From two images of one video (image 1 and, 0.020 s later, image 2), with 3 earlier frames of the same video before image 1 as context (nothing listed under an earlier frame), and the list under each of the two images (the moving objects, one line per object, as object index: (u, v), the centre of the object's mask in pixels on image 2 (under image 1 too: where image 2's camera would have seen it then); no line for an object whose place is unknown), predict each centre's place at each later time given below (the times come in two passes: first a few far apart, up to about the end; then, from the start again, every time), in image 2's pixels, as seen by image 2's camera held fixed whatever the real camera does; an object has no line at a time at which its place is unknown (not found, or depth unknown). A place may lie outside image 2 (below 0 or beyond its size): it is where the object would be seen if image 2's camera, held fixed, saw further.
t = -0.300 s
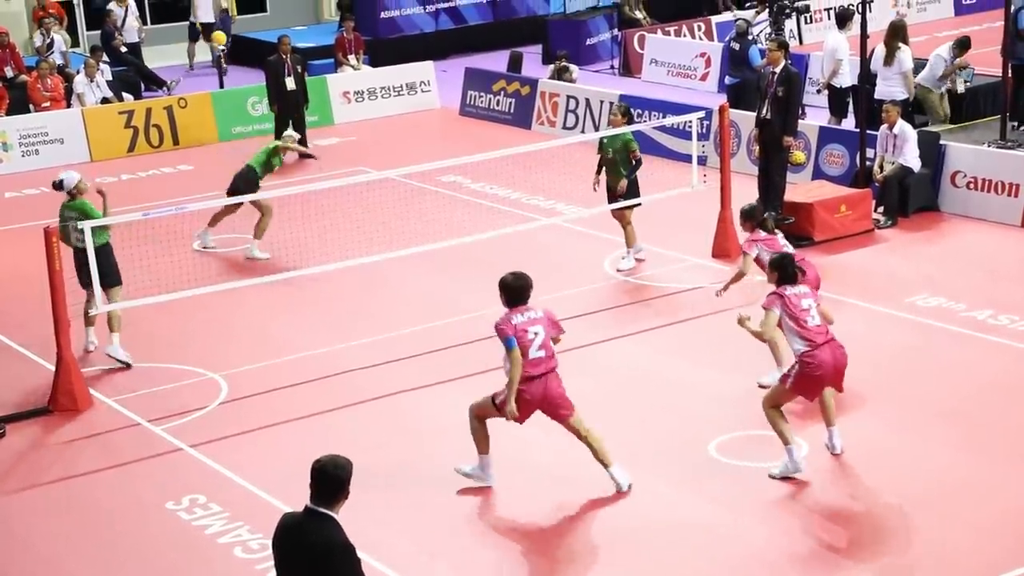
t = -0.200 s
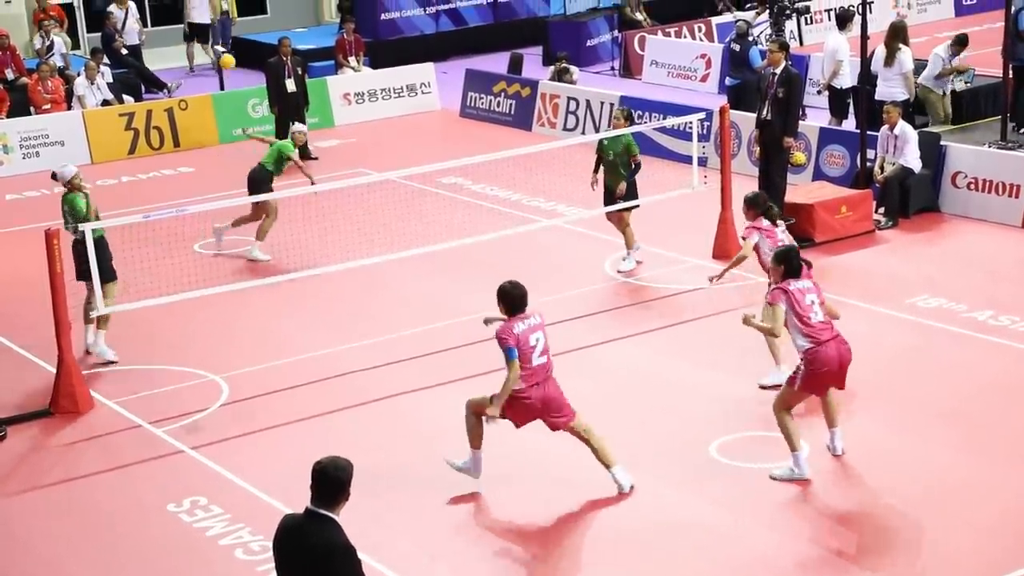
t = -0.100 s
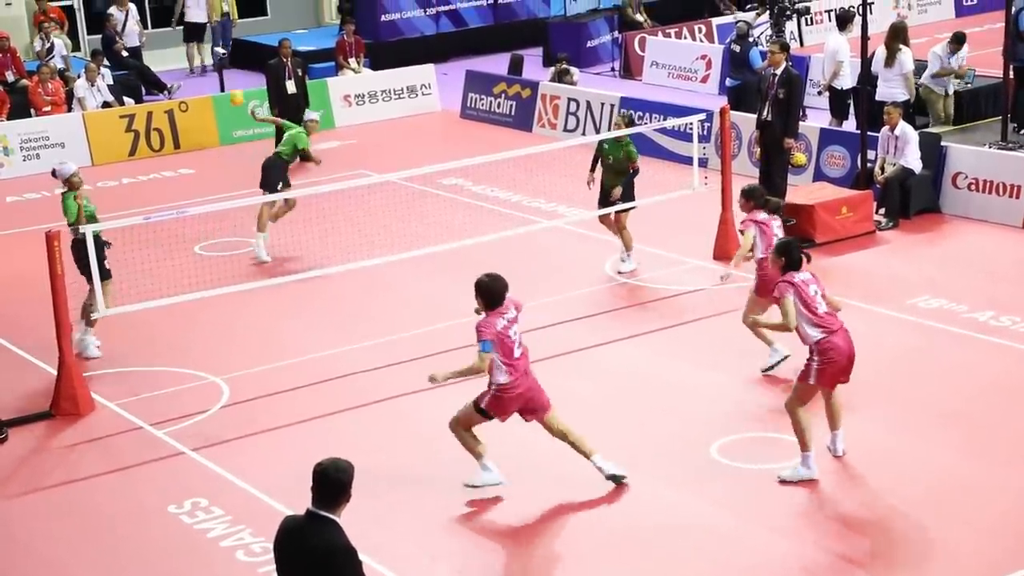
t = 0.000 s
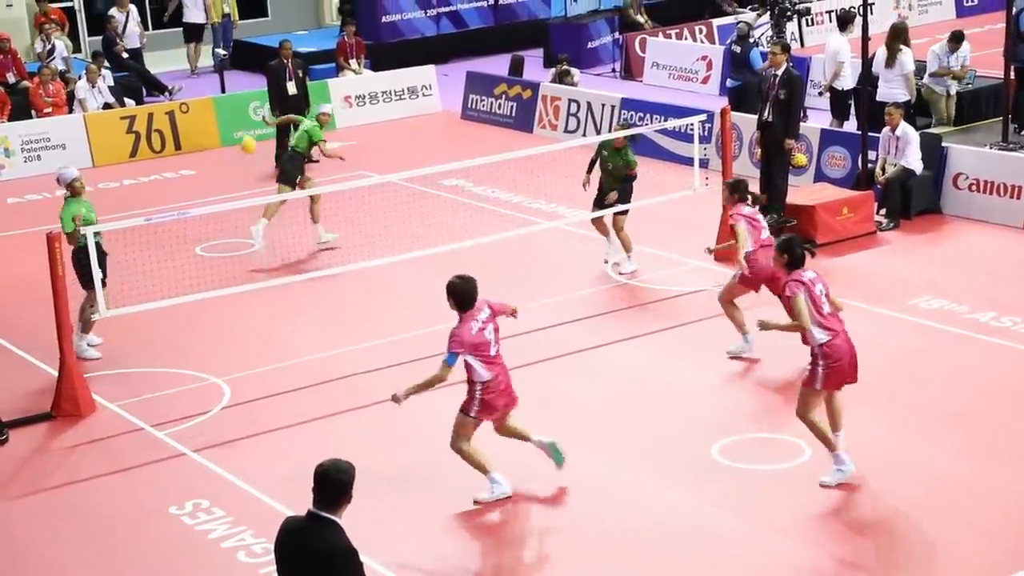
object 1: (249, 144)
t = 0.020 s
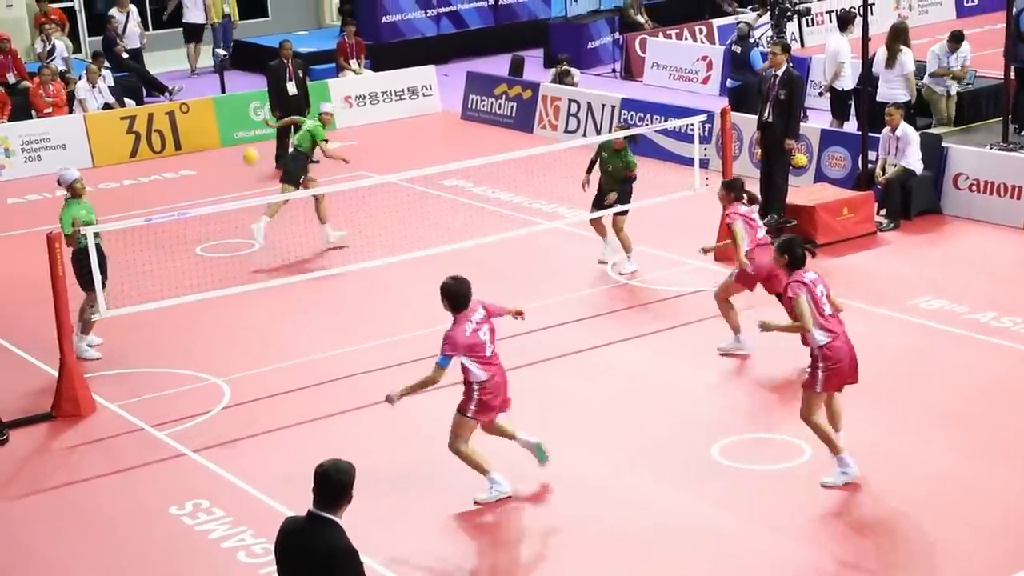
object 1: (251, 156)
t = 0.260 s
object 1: (232, 194)
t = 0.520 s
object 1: (195, 247)
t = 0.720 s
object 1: (173, 343)
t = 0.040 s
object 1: (253, 167)
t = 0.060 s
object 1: (255, 179)
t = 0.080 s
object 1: (258, 191)
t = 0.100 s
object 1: (259, 198)
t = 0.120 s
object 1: (256, 199)
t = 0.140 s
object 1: (252, 197)
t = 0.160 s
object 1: (248, 195)
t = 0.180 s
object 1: (245, 194)
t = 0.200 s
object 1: (242, 193)
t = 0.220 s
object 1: (239, 193)
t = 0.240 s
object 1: (236, 194)
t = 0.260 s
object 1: (232, 194)
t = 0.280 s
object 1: (229, 195)
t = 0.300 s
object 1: (226, 197)
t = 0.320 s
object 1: (223, 199)
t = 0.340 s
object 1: (221, 202)
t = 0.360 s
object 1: (217, 205)
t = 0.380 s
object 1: (213, 208)
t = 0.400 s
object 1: (211, 212)
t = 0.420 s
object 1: (207, 218)
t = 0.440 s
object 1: (205, 222)
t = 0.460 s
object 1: (203, 227)
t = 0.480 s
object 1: (200, 233)
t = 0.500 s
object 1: (197, 240)
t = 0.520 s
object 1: (195, 247)
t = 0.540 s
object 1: (193, 255)
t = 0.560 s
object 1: (190, 262)
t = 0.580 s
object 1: (187, 271)
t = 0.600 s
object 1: (185, 280)
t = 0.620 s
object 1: (183, 289)
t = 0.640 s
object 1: (181, 299)
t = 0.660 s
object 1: (179, 310)
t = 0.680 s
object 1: (177, 320)
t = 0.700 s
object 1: (175, 331)
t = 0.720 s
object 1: (173, 343)
